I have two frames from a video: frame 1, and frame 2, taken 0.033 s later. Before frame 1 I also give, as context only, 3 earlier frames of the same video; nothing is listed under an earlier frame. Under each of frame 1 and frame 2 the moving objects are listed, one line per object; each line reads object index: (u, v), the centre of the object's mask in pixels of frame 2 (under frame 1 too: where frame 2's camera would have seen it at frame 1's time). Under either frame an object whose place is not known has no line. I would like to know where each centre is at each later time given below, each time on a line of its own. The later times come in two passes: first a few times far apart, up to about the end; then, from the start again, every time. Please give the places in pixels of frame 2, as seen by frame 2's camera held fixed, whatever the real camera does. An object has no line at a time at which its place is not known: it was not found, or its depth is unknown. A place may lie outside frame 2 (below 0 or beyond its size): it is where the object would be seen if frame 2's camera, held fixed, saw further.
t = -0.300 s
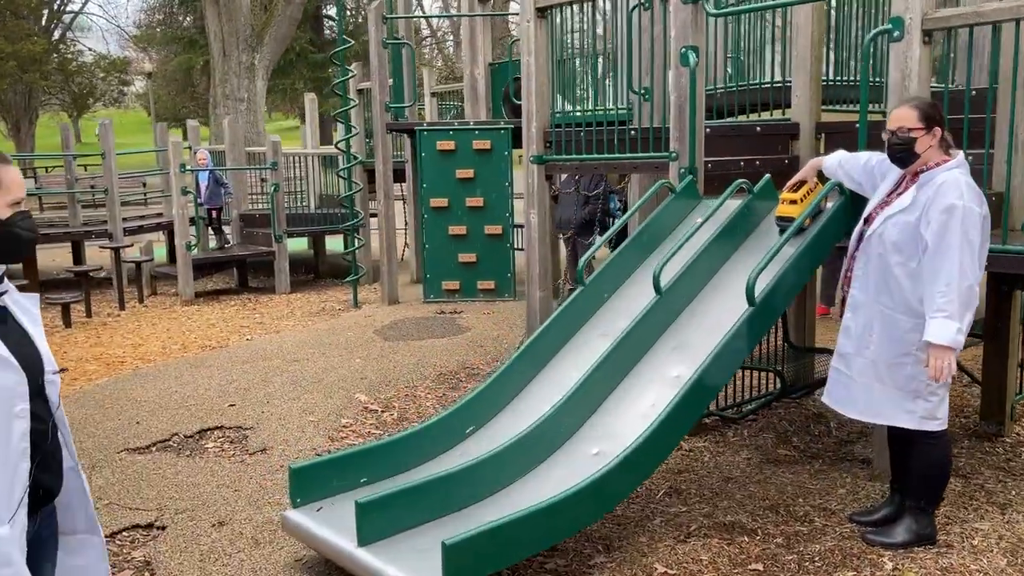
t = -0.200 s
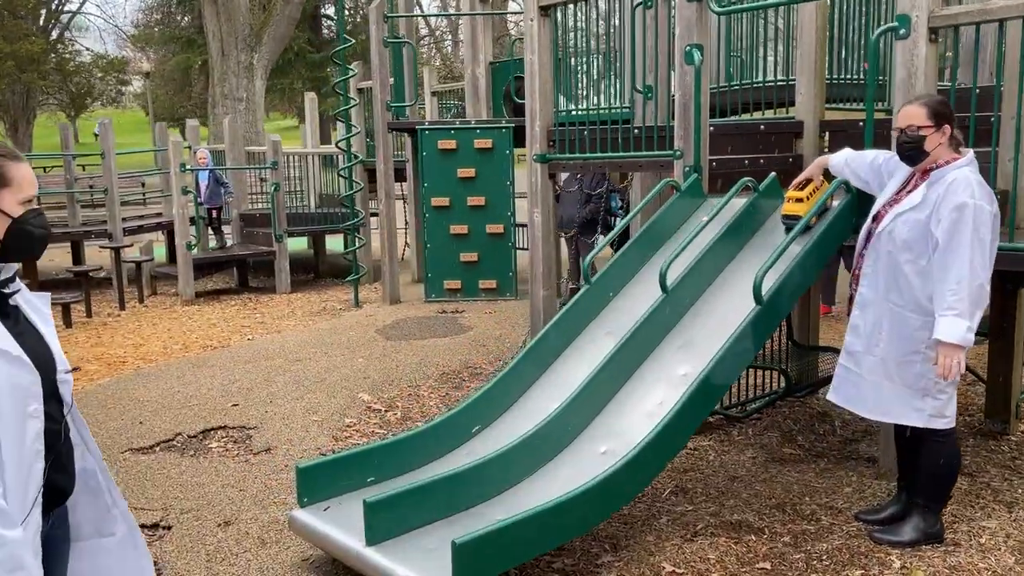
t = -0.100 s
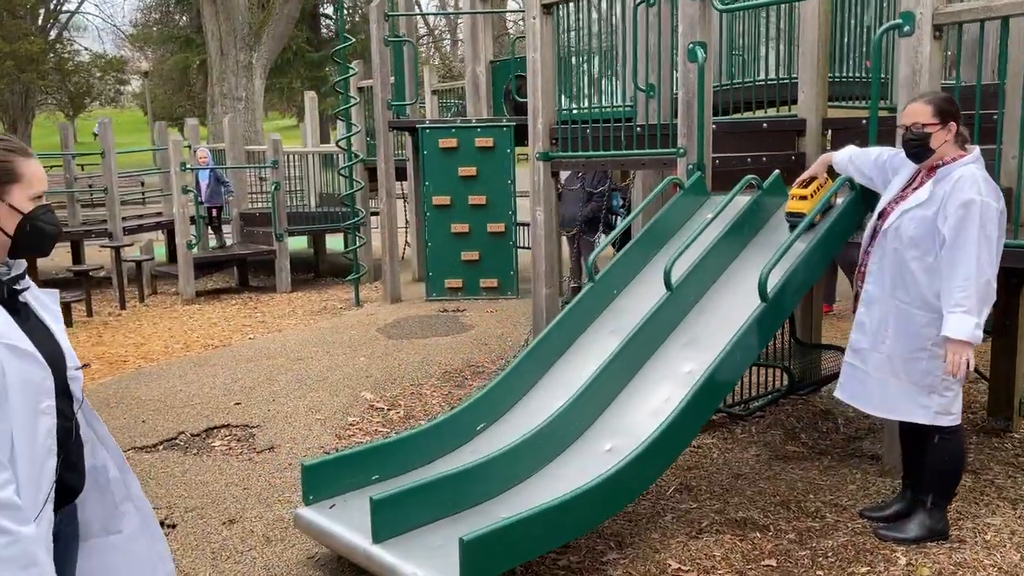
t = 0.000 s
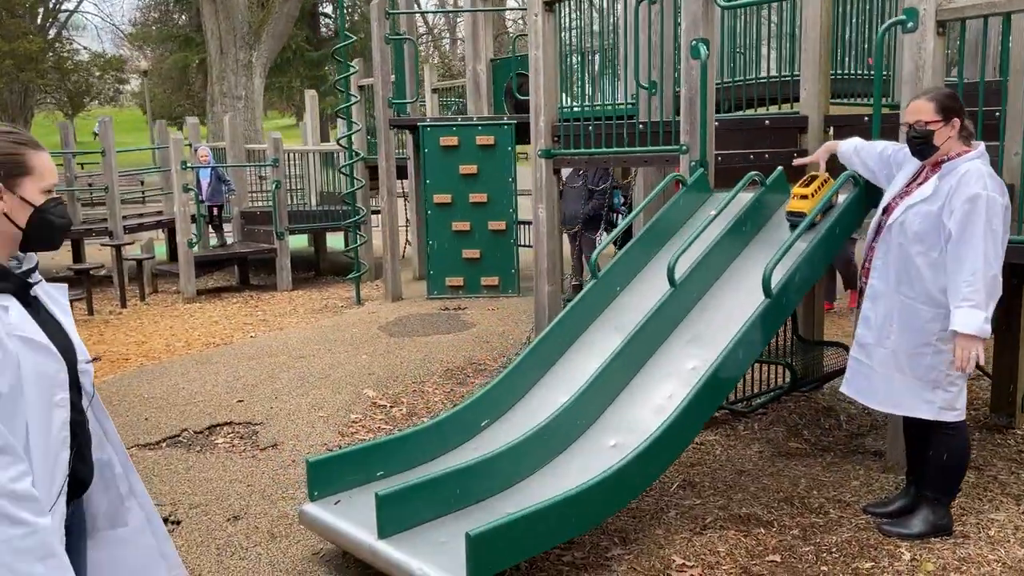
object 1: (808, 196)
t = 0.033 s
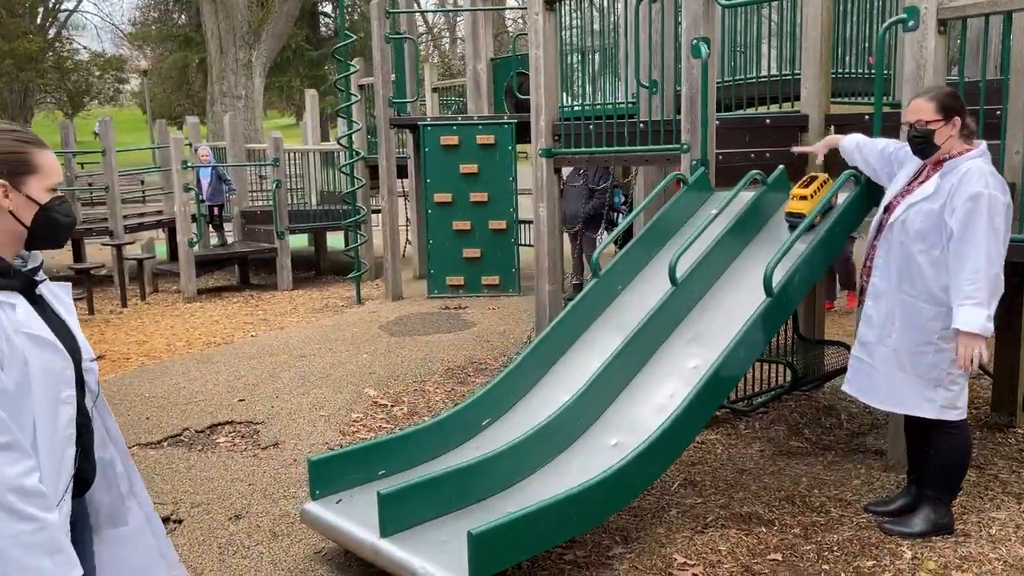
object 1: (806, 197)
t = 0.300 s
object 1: (773, 235)
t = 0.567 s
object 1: (706, 318)
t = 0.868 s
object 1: (558, 465)
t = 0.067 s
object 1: (804, 200)
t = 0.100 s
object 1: (801, 204)
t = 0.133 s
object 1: (797, 207)
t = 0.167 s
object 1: (794, 212)
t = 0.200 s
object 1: (789, 217)
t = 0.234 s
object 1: (784, 222)
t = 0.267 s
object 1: (779, 228)
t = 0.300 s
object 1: (773, 235)
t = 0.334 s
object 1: (766, 243)
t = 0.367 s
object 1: (760, 252)
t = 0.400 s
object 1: (752, 262)
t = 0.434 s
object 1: (745, 272)
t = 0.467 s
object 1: (737, 282)
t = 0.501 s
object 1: (728, 293)
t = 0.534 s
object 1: (717, 305)
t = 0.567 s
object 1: (706, 318)
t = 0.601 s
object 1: (694, 332)
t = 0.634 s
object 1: (681, 347)
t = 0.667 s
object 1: (667, 363)
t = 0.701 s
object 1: (652, 379)
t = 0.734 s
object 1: (636, 398)
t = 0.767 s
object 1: (619, 416)
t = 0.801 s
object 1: (600, 434)
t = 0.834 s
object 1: (580, 450)
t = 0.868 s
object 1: (558, 465)
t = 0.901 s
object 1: (534, 478)
